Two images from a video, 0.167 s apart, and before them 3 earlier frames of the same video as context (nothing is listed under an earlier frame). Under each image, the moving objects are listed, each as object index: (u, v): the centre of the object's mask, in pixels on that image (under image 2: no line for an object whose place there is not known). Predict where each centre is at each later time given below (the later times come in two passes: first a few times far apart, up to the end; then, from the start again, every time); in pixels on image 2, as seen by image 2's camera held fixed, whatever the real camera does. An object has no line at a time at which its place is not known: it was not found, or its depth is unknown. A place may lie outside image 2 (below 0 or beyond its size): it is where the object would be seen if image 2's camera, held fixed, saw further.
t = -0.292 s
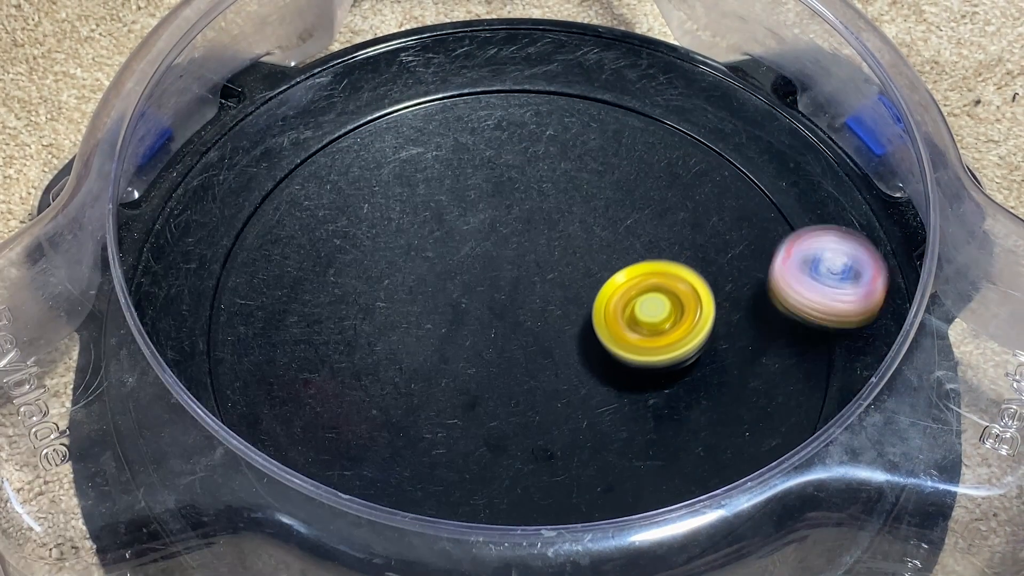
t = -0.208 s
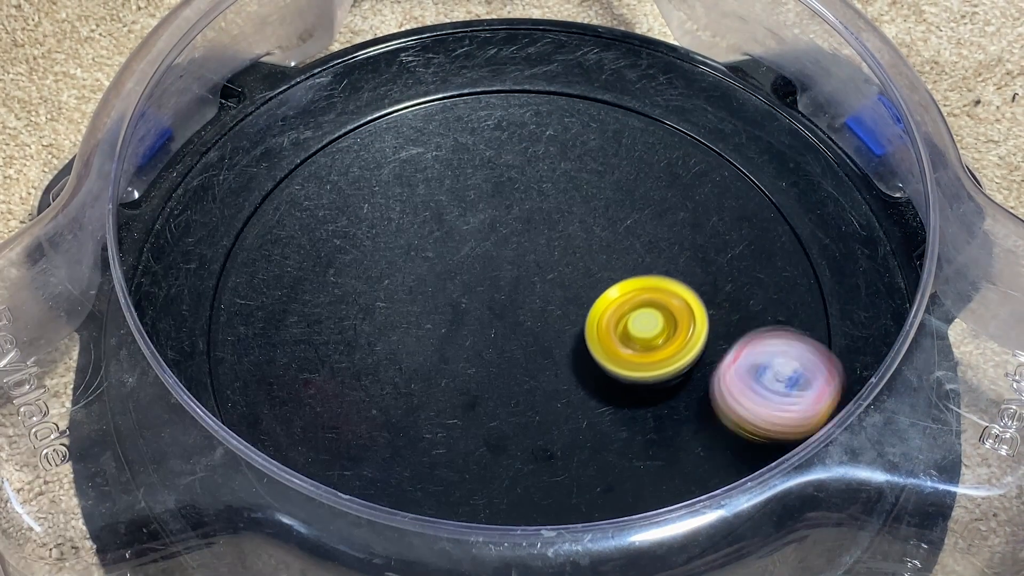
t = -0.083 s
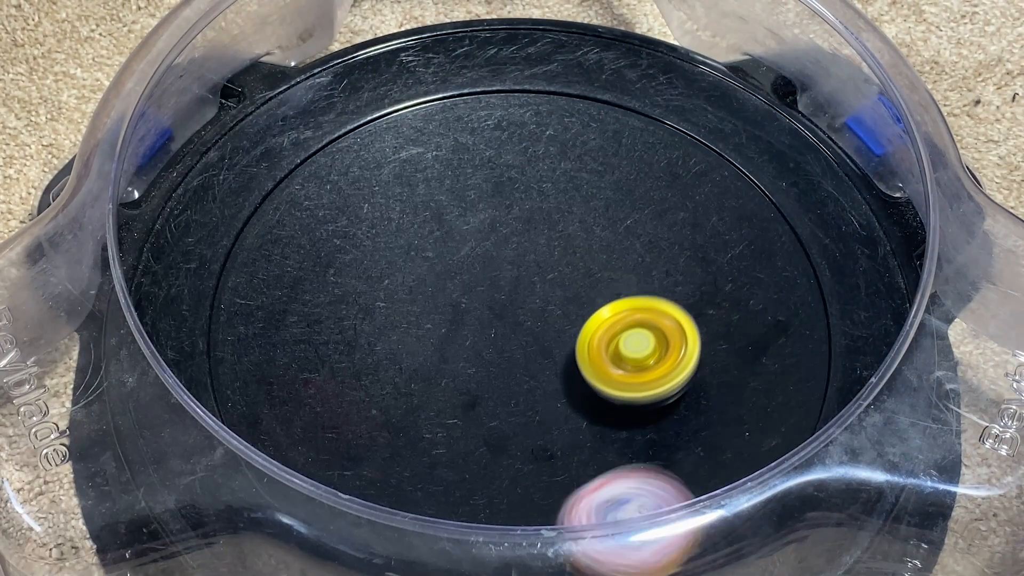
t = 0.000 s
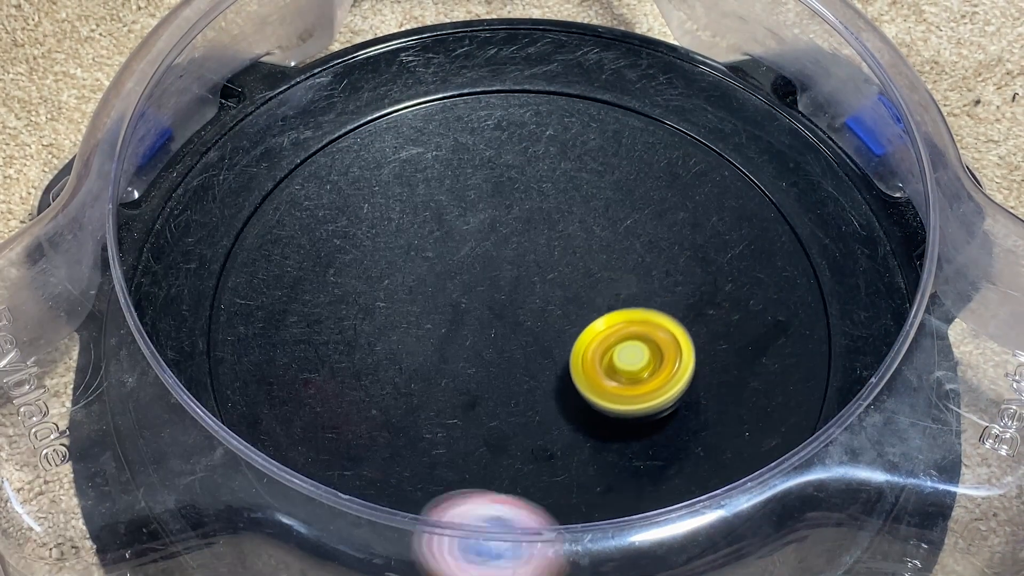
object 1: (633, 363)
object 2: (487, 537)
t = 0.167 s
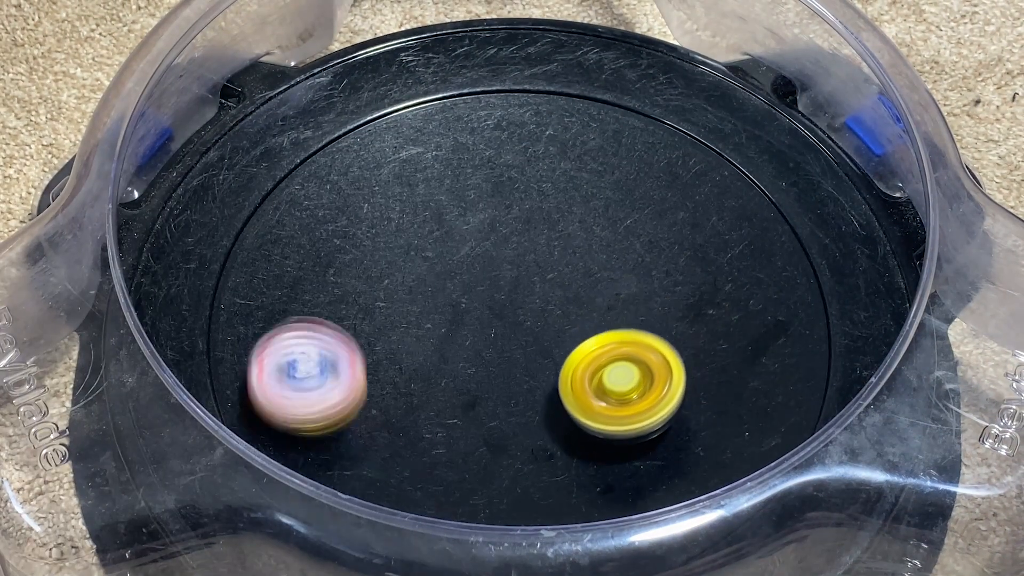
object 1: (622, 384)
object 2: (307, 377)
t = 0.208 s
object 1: (620, 388)
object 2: (312, 318)
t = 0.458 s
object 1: (599, 405)
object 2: (583, 95)
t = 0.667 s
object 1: (576, 417)
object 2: (809, 257)
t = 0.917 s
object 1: (551, 423)
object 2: (557, 536)
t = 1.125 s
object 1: (521, 418)
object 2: (268, 336)
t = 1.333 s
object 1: (489, 407)
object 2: (417, 80)
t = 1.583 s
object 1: (447, 397)
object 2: (792, 224)
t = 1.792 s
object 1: (432, 391)
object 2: (659, 504)
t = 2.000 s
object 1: (417, 375)
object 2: (272, 420)
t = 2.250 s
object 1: (400, 345)
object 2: (383, 101)
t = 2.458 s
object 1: (397, 329)
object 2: (713, 138)
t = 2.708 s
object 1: (402, 303)
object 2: (662, 467)
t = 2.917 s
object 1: (413, 285)
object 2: (274, 457)
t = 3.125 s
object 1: (432, 263)
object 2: (296, 168)
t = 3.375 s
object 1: (459, 239)
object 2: (646, 134)
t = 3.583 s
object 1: (478, 224)
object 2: (759, 412)
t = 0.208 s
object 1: (620, 388)
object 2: (312, 318)
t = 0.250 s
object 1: (617, 392)
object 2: (334, 263)
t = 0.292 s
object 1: (614, 395)
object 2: (369, 213)
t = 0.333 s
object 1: (611, 398)
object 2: (413, 170)
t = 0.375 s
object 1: (607, 400)
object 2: (466, 135)
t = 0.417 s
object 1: (603, 403)
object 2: (523, 110)
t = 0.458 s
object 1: (599, 405)
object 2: (583, 95)
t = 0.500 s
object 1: (594, 408)
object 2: (644, 92)
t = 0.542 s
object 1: (589, 411)
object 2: (697, 116)
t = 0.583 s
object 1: (585, 413)
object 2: (741, 156)
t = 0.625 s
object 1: (581, 415)
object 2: (784, 202)
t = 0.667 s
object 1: (576, 417)
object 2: (809, 257)
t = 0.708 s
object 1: (572, 419)
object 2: (818, 321)
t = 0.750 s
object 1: (568, 420)
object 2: (802, 381)
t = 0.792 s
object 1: (565, 421)
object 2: (772, 441)
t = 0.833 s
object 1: (560, 421)
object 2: (723, 496)
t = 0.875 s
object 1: (556, 422)
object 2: (647, 529)
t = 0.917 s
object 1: (551, 423)
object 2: (557, 536)
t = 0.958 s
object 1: (545, 422)
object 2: (470, 530)
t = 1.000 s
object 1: (538, 421)
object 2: (395, 500)
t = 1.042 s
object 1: (532, 420)
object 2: (337, 446)
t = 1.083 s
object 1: (527, 419)
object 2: (290, 399)
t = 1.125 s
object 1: (521, 418)
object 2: (268, 336)
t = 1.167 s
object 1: (516, 417)
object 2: (266, 272)
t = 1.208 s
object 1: (510, 415)
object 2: (282, 211)
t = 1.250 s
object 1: (504, 413)
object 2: (313, 155)
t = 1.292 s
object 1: (497, 410)
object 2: (357, 108)
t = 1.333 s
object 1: (489, 407)
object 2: (417, 80)
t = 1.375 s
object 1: (480, 404)
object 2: (487, 70)
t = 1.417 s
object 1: (470, 402)
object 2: (559, 75)
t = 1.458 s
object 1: (463, 401)
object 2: (631, 91)
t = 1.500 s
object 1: (456, 399)
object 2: (696, 124)
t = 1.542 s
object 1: (451, 398)
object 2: (751, 168)
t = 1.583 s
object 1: (447, 397)
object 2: (792, 224)
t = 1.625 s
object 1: (444, 397)
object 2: (815, 286)
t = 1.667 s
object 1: (440, 395)
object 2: (813, 351)
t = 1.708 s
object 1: (438, 394)
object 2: (780, 406)
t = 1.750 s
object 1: (435, 393)
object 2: (725, 450)
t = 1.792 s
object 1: (432, 391)
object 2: (659, 504)
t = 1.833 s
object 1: (429, 389)
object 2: (574, 524)
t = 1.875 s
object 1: (426, 386)
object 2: (487, 524)
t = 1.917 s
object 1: (423, 383)
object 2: (403, 508)
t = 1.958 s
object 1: (419, 379)
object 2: (330, 471)
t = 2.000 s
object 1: (417, 375)
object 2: (272, 420)
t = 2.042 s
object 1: (413, 370)
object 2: (235, 360)
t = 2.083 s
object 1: (409, 365)
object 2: (213, 296)
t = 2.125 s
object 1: (407, 359)
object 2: (231, 237)
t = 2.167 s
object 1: (404, 354)
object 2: (275, 185)
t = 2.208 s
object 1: (402, 349)
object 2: (324, 135)
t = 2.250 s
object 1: (400, 345)
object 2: (383, 101)
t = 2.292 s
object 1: (398, 340)
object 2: (453, 86)
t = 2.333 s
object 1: (397, 337)
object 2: (524, 76)
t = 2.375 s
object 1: (396, 335)
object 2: (592, 87)
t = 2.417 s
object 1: (396, 332)
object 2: (658, 106)
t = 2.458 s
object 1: (397, 329)
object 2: (713, 138)
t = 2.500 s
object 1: (397, 326)
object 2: (754, 183)
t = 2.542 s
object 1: (398, 322)
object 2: (778, 238)
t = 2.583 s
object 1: (399, 316)
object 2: (783, 302)
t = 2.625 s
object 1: (400, 312)
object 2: (766, 367)
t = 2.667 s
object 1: (401, 307)
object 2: (725, 426)
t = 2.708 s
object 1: (402, 303)
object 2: (662, 467)
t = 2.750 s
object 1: (403, 300)
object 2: (586, 513)
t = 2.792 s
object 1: (405, 297)
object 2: (499, 528)
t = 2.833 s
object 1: (407, 293)
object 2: (406, 526)
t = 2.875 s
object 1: (410, 288)
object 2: (322, 510)
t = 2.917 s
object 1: (413, 285)
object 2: (274, 457)
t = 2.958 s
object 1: (416, 280)
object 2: (246, 393)
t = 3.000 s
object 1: (419, 276)
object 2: (226, 331)
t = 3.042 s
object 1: (423, 271)
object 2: (222, 268)
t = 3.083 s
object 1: (427, 267)
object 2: (256, 216)
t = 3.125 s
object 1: (432, 263)
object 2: (296, 168)
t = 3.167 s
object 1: (436, 258)
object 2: (342, 125)
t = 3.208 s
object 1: (441, 254)
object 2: (398, 96)
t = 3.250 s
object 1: (446, 250)
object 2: (460, 82)
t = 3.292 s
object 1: (450, 246)
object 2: (525, 85)
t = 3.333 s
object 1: (454, 243)
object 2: (588, 103)
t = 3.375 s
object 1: (459, 239)
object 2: (646, 134)
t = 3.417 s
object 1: (463, 236)
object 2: (696, 178)
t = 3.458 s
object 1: (466, 233)
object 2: (736, 231)
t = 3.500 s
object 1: (470, 229)
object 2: (762, 291)
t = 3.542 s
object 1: (474, 227)
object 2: (771, 355)
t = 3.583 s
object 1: (478, 224)
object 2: (759, 412)
